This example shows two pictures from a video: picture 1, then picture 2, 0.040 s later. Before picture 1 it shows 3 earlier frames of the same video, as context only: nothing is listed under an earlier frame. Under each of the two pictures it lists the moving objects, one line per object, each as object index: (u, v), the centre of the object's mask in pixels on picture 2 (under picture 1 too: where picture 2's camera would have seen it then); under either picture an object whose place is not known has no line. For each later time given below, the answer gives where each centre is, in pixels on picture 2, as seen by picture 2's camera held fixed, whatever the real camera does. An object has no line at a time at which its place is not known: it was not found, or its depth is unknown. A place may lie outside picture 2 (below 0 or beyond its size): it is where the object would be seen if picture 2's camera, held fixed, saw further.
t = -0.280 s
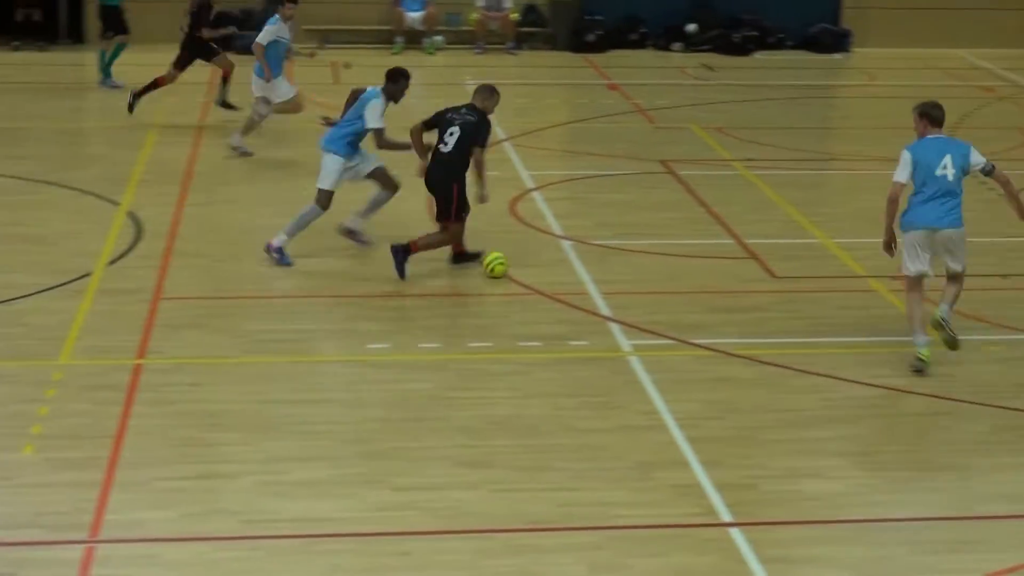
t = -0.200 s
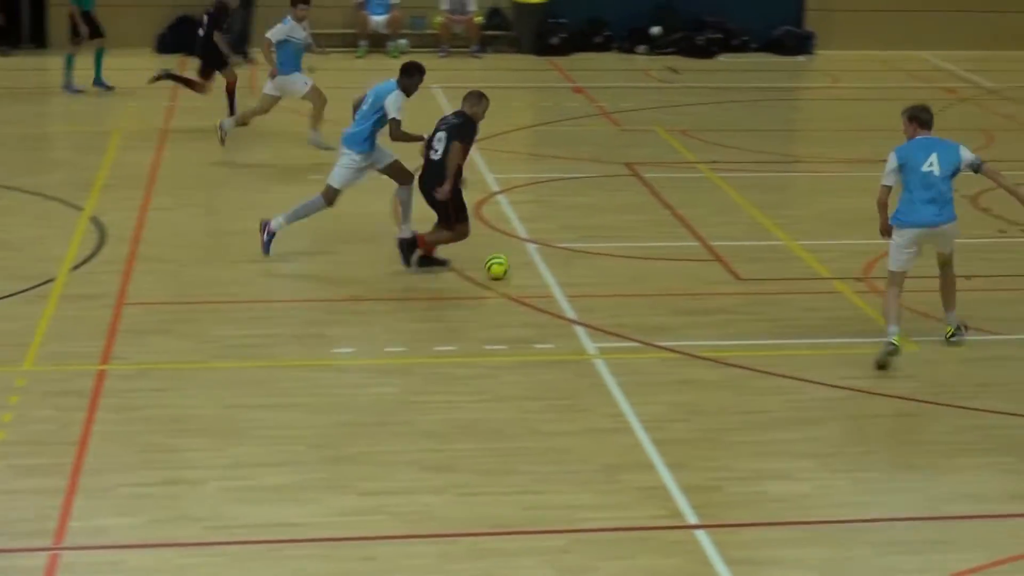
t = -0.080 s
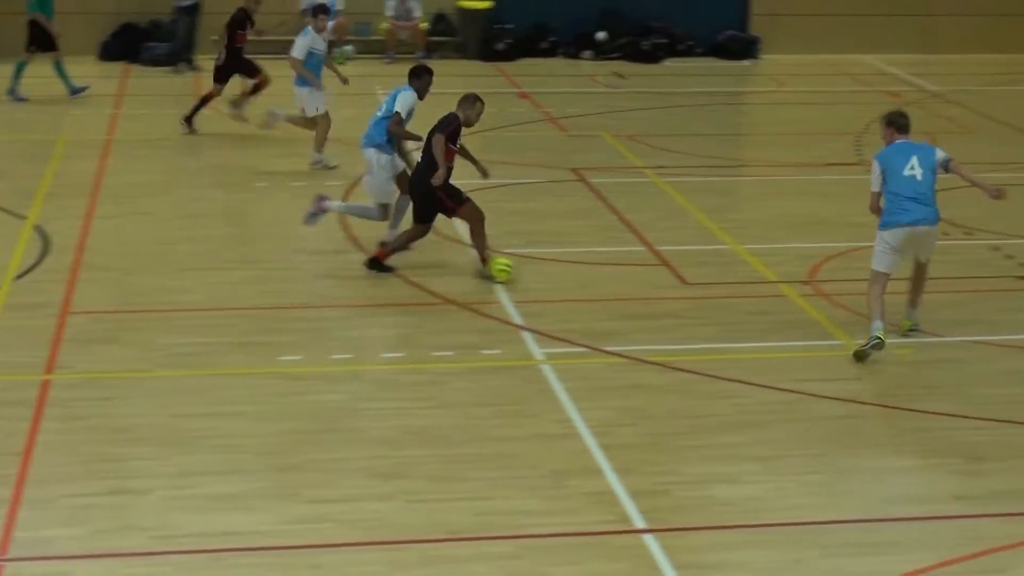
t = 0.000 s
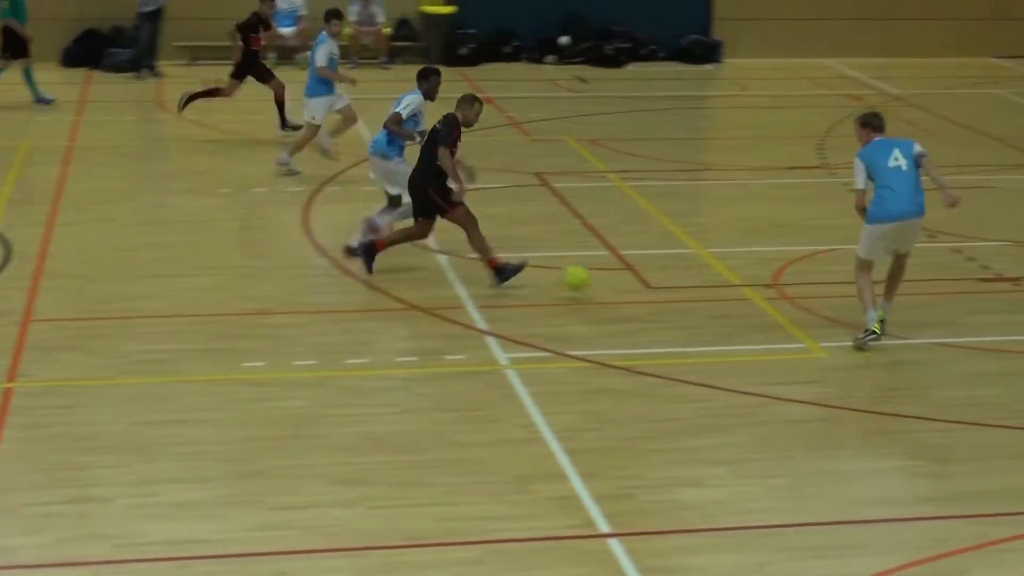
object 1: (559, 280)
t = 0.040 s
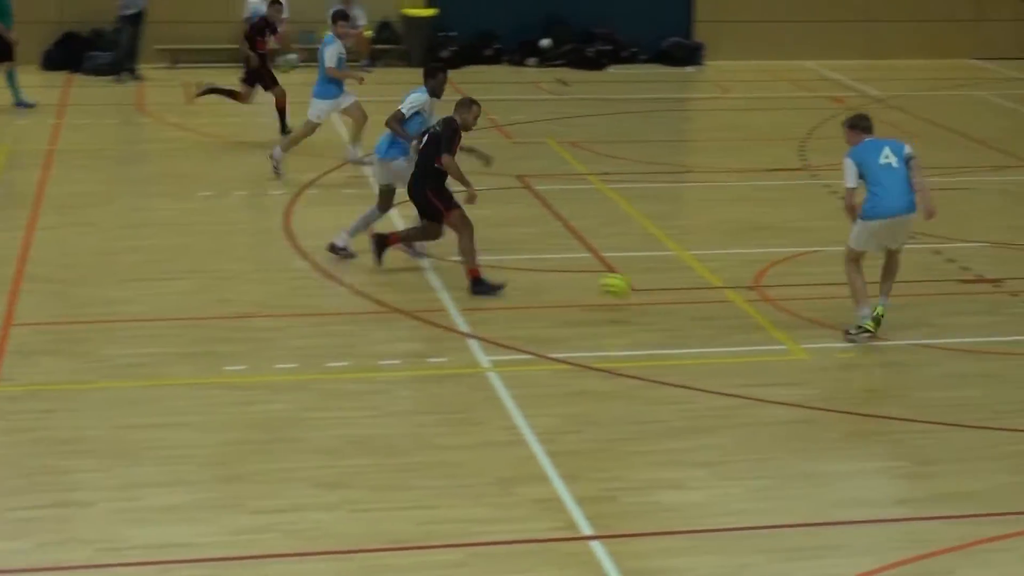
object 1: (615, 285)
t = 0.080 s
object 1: (673, 293)
